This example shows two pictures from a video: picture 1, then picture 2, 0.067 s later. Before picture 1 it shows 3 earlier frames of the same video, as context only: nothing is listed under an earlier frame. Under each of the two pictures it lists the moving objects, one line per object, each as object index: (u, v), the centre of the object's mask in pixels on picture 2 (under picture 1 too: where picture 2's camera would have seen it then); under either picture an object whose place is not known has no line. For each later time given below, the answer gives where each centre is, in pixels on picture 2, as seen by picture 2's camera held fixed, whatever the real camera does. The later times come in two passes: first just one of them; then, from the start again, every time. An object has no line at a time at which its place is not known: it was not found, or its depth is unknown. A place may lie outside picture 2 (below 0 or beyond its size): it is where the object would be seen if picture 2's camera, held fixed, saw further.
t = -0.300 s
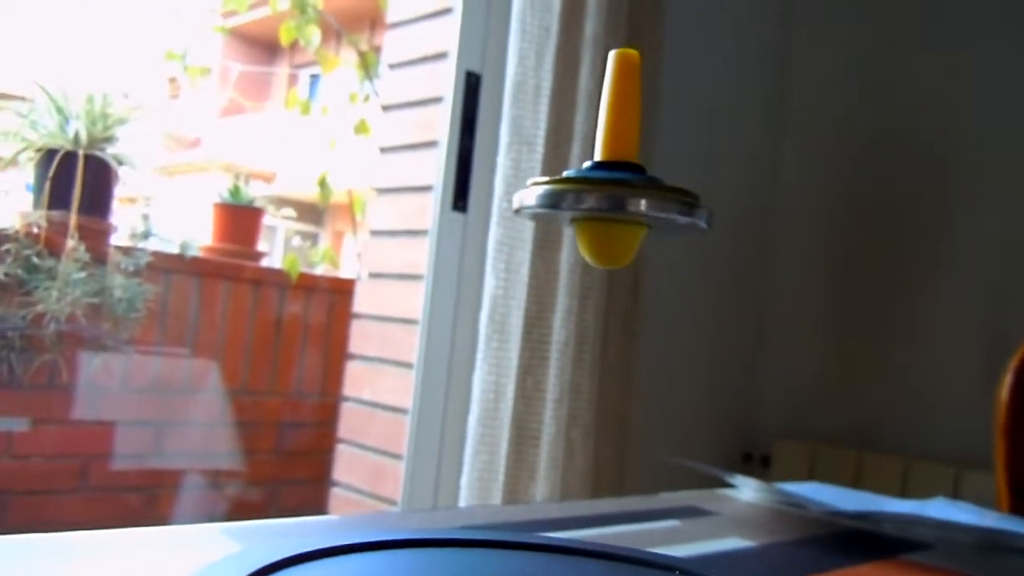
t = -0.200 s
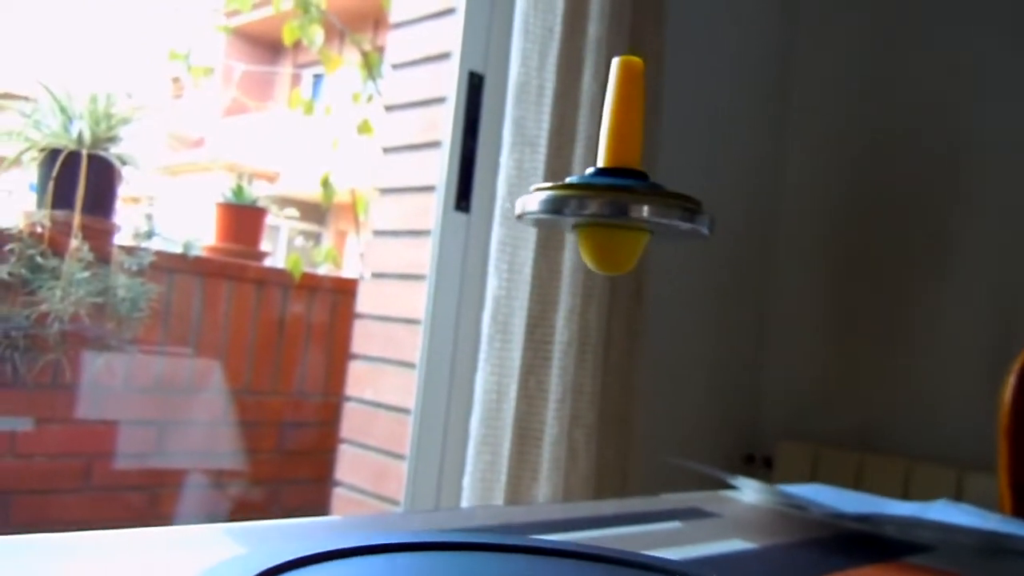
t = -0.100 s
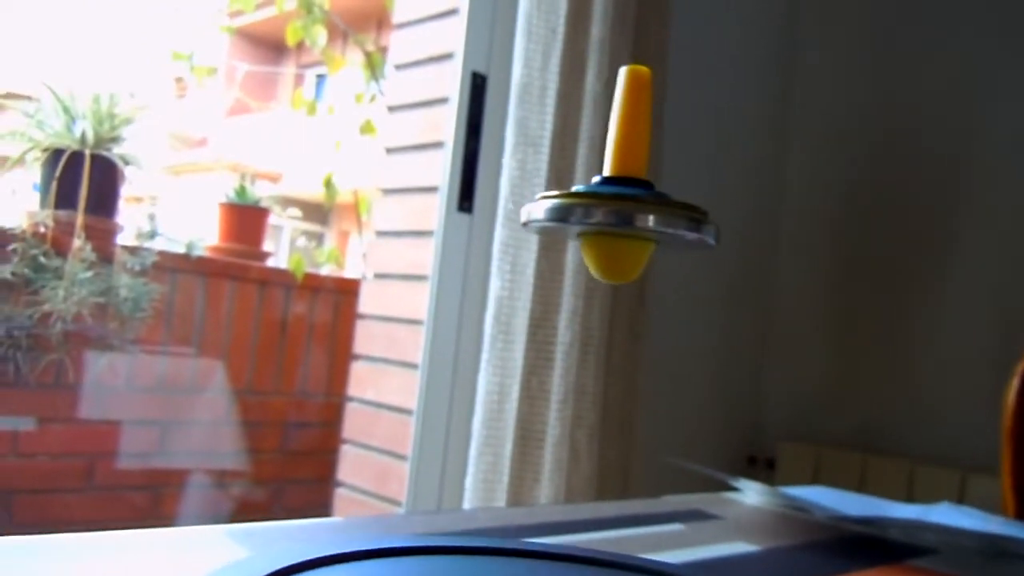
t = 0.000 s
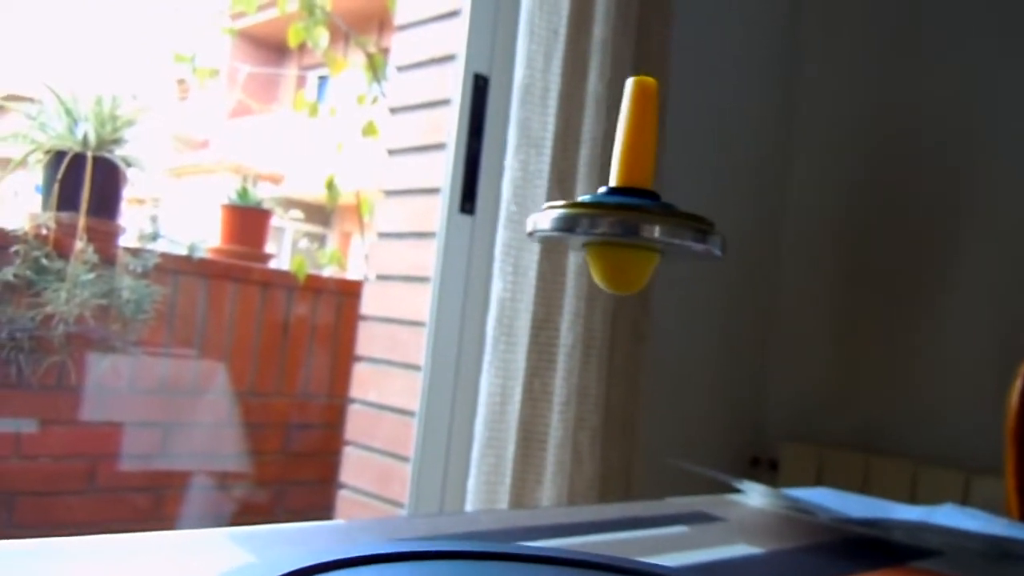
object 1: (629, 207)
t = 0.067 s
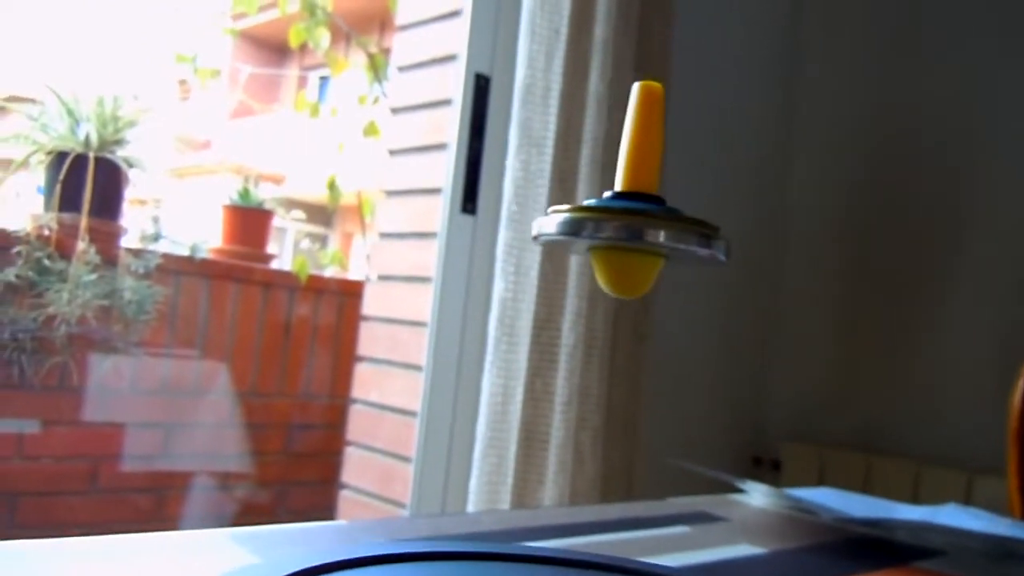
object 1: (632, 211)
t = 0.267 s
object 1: (636, 225)
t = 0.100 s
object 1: (633, 214)
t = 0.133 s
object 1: (634, 216)
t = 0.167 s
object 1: (635, 218)
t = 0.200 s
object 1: (635, 221)
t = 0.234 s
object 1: (636, 222)
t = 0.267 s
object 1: (636, 225)
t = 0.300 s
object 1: (636, 226)
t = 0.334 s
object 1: (634, 228)
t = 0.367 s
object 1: (633, 228)
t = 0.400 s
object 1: (631, 228)
